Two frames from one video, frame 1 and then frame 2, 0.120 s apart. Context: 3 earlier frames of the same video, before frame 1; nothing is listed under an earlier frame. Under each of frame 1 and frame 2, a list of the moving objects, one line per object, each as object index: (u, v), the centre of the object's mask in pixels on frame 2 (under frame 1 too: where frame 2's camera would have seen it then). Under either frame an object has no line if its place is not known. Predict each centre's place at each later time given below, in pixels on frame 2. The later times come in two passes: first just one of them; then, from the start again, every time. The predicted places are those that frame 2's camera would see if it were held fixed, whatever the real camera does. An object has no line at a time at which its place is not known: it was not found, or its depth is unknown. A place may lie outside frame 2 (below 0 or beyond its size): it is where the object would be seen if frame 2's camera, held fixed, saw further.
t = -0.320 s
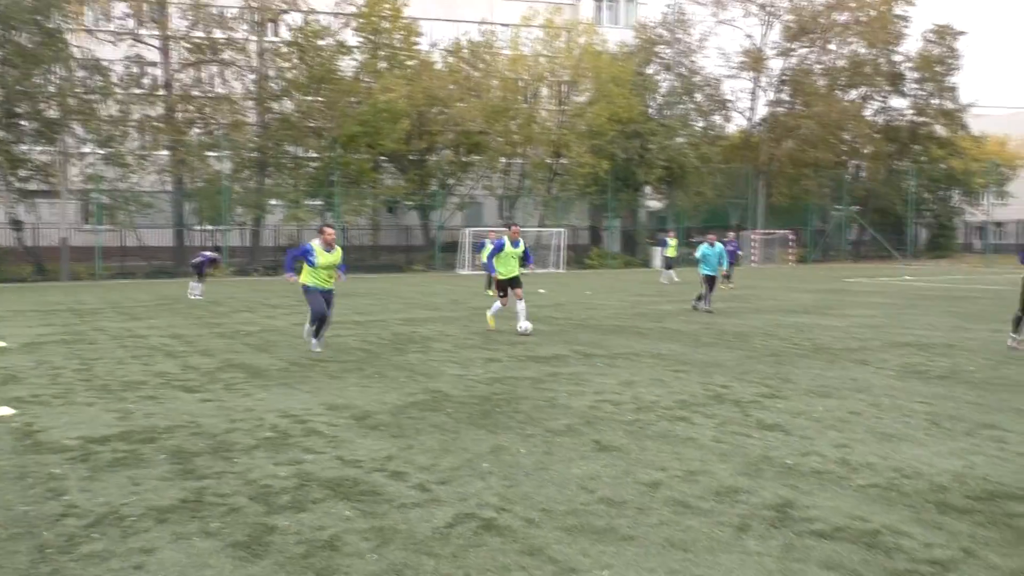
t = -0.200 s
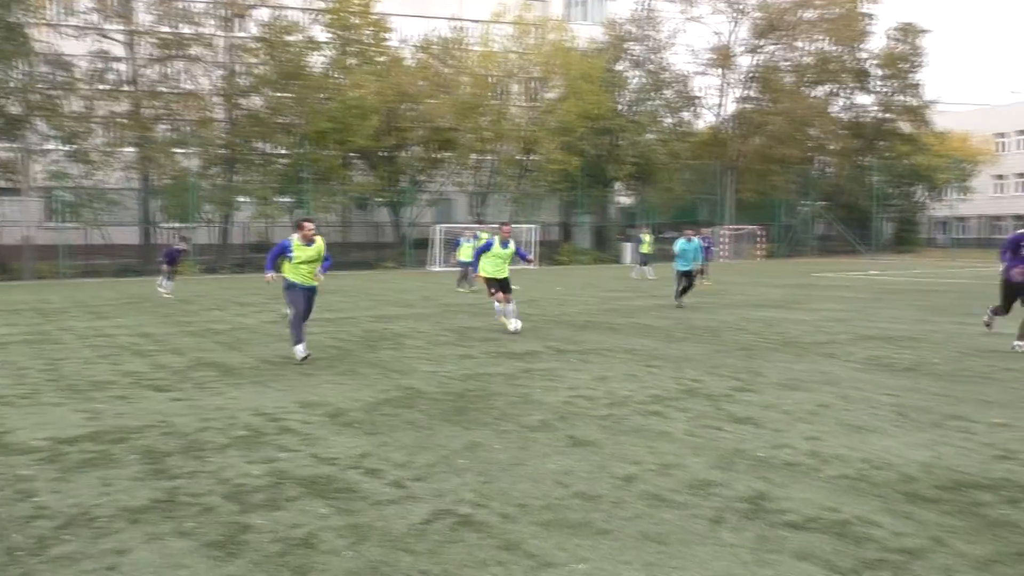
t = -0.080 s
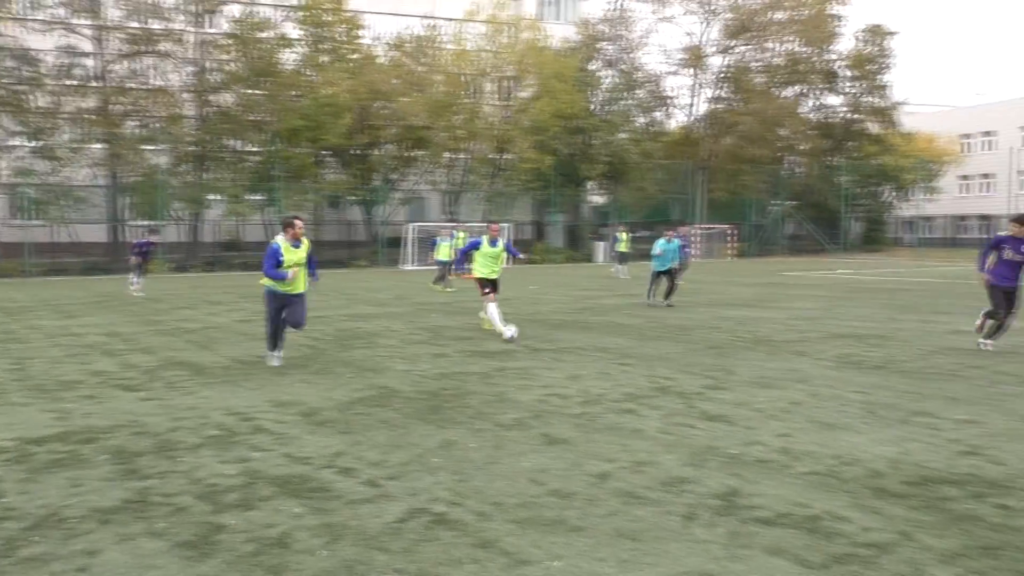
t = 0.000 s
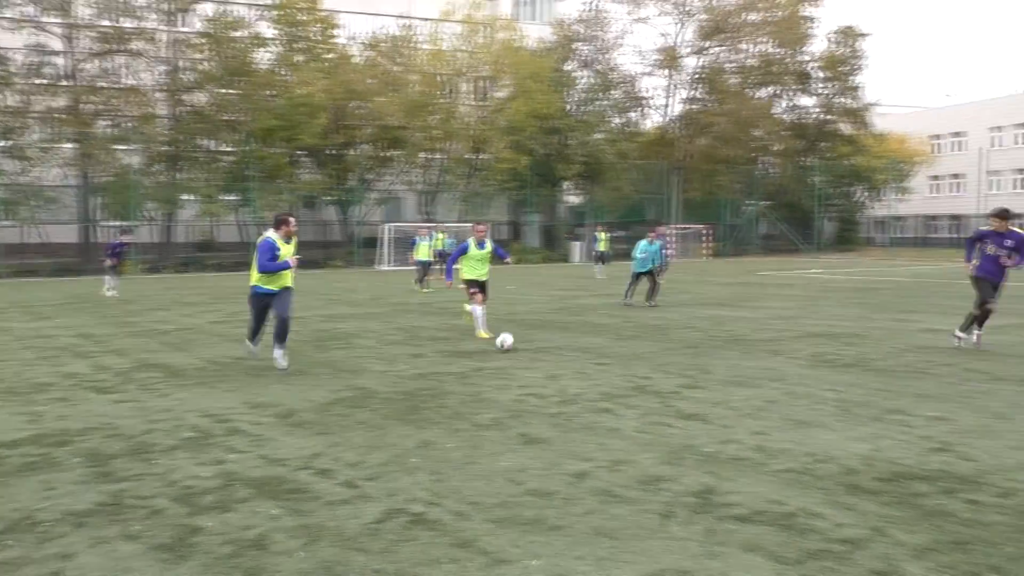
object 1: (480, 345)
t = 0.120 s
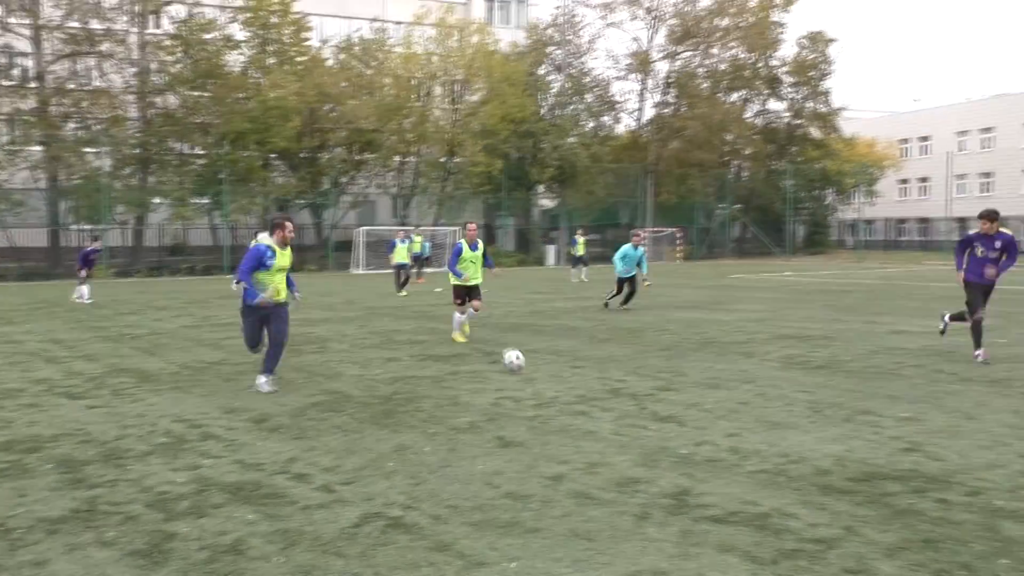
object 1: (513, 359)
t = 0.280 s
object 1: (570, 385)
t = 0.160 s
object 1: (527, 367)
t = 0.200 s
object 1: (540, 375)
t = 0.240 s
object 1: (554, 380)
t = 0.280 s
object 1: (570, 385)
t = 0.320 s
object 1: (588, 394)
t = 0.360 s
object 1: (607, 405)
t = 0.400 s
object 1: (630, 416)
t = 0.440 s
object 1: (653, 422)
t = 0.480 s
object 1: (678, 433)
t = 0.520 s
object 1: (707, 447)
